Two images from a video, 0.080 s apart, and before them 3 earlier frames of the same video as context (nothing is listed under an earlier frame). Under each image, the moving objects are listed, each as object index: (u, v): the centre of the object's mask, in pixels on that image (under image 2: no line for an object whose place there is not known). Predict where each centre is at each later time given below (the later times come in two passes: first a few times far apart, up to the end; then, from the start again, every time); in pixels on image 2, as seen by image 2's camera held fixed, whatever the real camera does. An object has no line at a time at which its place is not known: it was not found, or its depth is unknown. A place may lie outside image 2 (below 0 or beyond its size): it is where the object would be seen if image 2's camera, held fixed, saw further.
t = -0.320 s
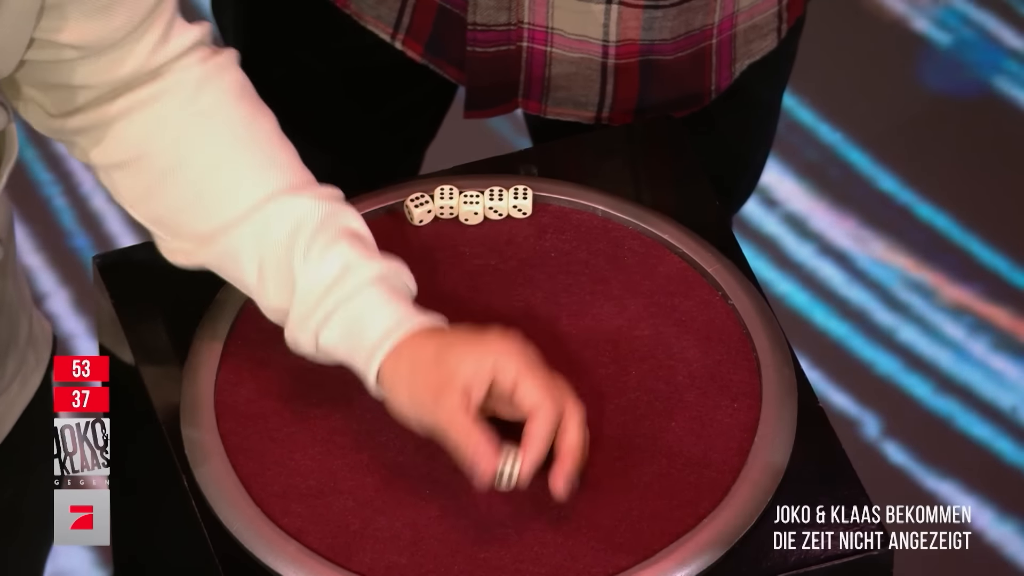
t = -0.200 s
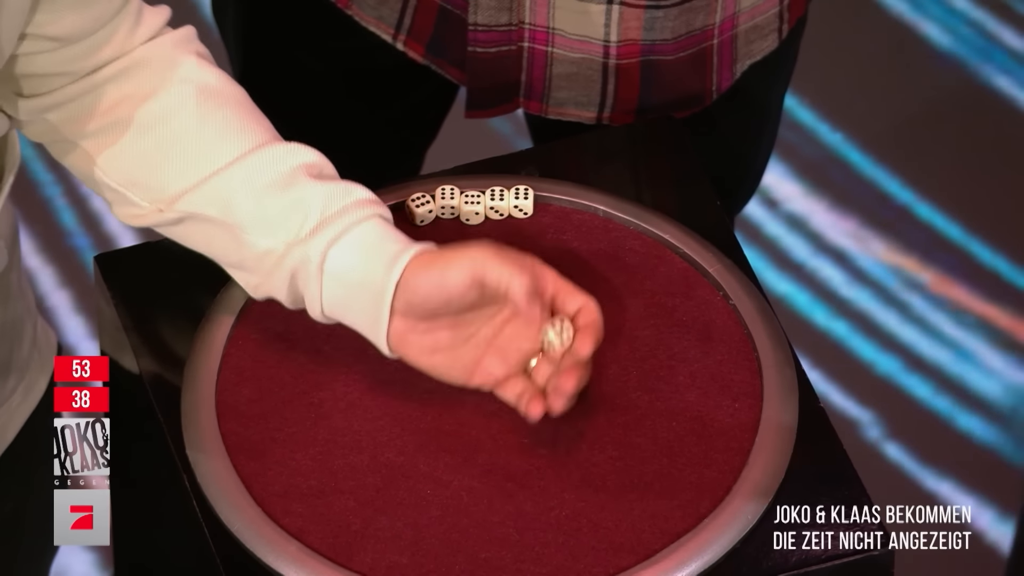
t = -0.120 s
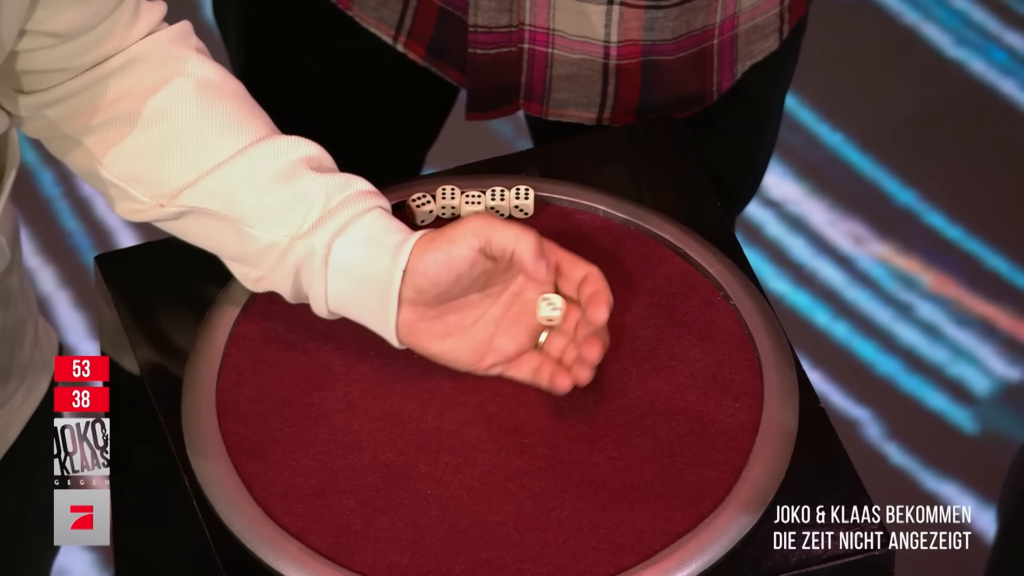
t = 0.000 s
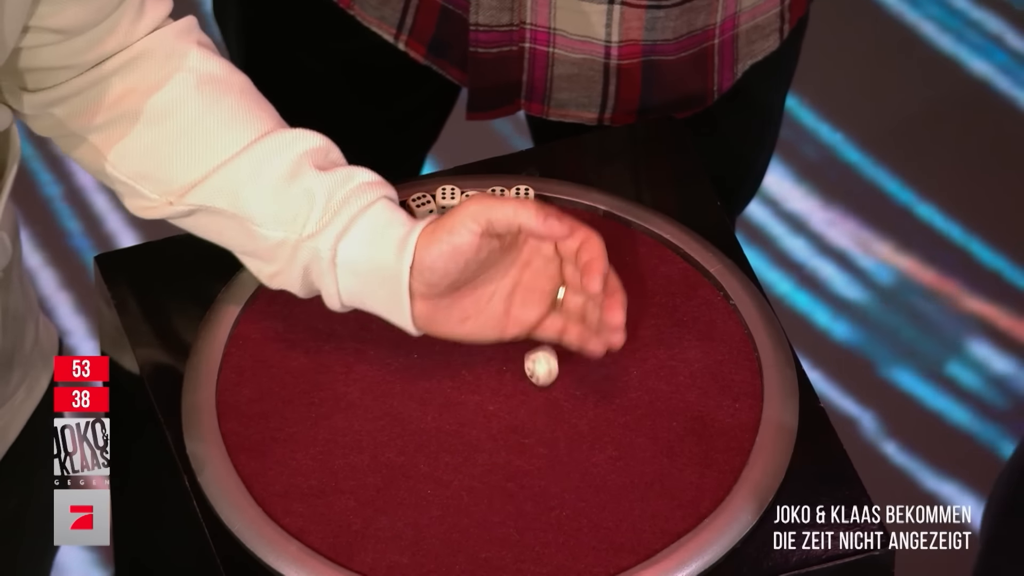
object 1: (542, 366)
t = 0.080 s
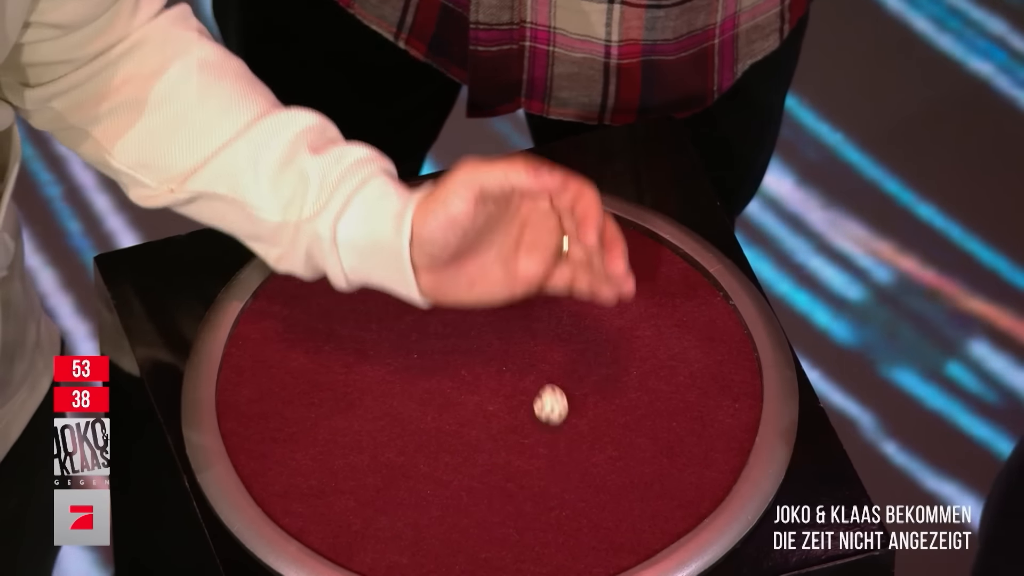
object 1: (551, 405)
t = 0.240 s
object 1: (550, 477)
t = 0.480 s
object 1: (532, 526)
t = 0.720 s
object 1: (532, 526)
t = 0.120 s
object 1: (555, 428)
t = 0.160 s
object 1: (558, 448)
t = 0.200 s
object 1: (557, 463)
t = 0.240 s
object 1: (550, 477)
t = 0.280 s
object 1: (543, 491)
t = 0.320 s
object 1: (538, 506)
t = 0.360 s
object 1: (532, 515)
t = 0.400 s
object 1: (531, 524)
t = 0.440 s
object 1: (532, 527)
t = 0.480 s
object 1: (532, 526)
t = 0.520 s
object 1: (532, 526)
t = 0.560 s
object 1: (532, 526)
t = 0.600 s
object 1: (532, 526)
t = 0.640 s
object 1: (532, 526)
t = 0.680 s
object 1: (532, 526)
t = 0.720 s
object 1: (532, 526)
